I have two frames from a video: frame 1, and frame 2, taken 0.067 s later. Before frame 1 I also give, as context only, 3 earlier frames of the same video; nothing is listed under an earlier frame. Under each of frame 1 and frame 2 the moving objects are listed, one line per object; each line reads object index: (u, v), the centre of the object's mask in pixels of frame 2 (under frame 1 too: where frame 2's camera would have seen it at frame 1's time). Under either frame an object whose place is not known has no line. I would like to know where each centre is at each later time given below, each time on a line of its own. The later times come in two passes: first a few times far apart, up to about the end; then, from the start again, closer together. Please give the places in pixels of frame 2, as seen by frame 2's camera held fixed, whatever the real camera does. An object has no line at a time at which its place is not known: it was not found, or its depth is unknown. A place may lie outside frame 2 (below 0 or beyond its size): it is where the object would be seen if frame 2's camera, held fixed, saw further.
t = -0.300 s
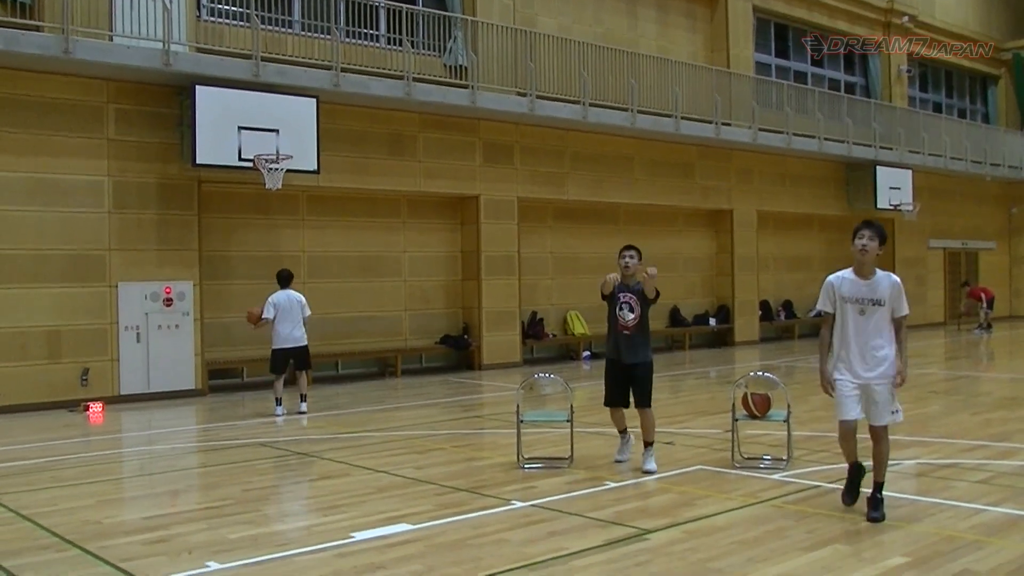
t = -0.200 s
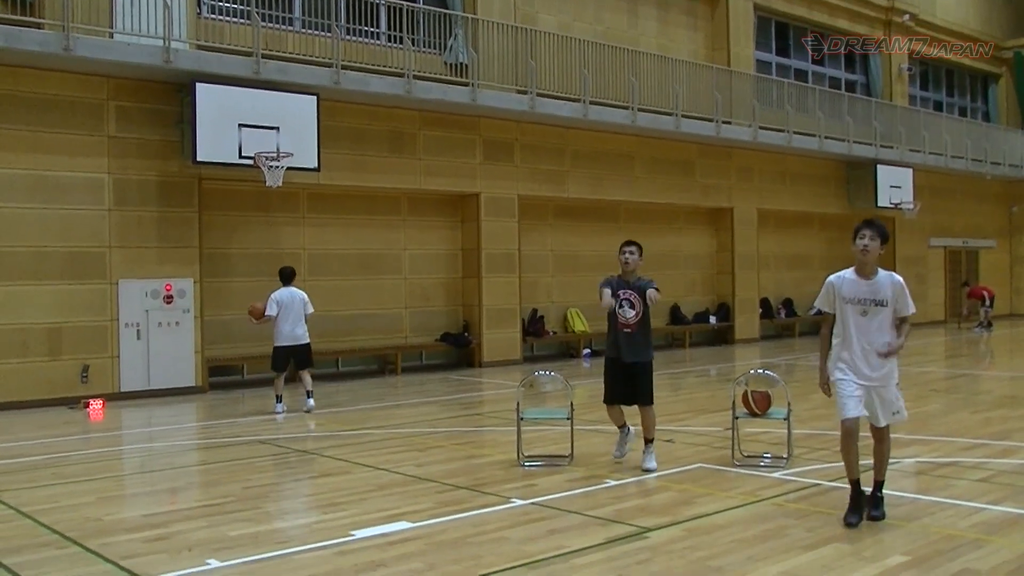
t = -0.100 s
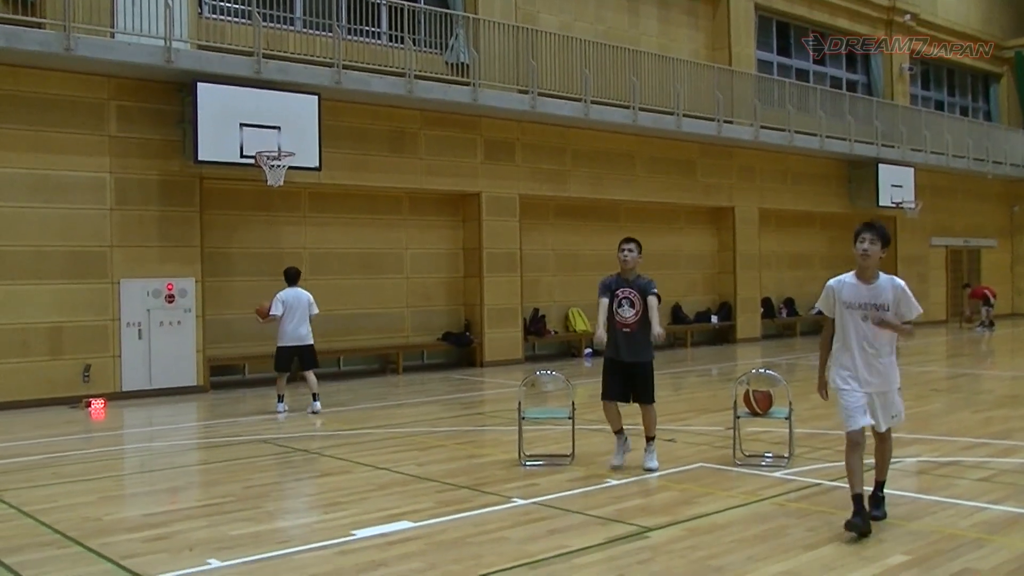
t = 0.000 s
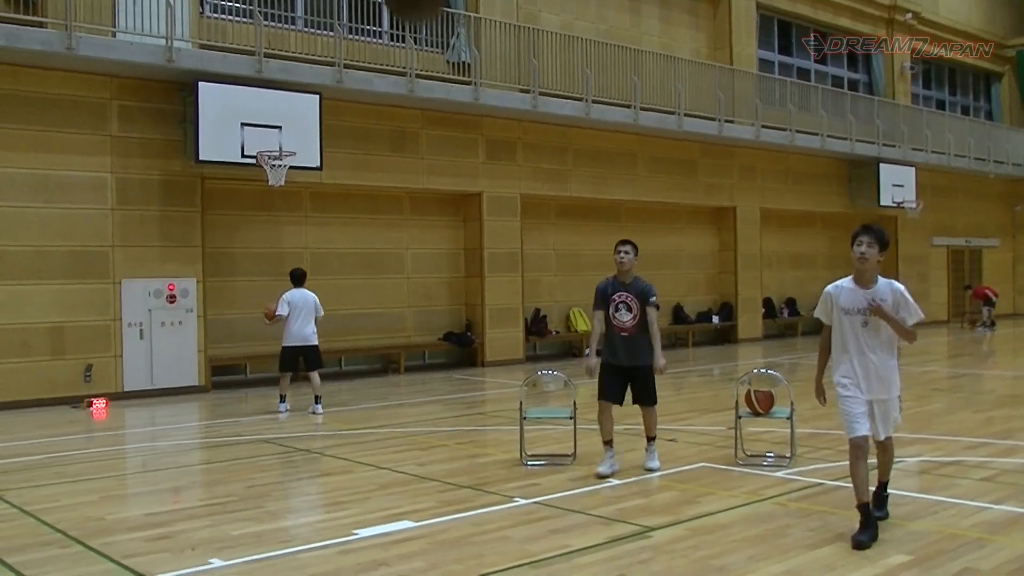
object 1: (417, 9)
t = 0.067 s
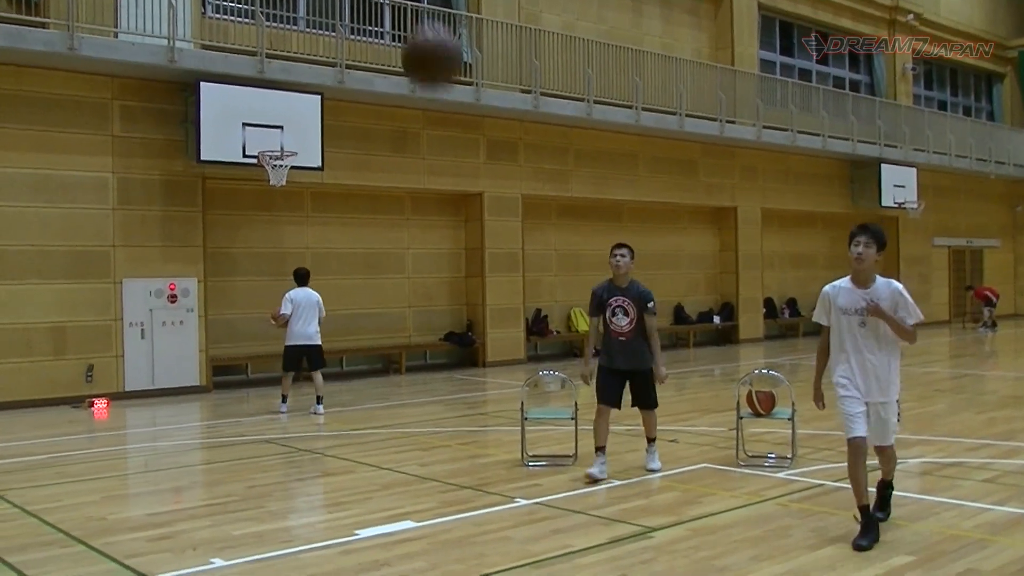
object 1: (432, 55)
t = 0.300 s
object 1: (481, 345)
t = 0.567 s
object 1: (529, 462)
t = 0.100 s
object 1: (439, 92)
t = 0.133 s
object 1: (446, 129)
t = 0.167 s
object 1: (453, 167)
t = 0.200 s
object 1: (461, 209)
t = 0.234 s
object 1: (467, 253)
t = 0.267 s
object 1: (473, 297)
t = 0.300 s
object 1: (481, 345)
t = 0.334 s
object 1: (485, 392)
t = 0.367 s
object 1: (491, 442)
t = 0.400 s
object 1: (497, 492)
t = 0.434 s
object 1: (502, 542)
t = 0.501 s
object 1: (516, 539)
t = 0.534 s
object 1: (523, 499)
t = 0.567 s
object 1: (529, 462)
